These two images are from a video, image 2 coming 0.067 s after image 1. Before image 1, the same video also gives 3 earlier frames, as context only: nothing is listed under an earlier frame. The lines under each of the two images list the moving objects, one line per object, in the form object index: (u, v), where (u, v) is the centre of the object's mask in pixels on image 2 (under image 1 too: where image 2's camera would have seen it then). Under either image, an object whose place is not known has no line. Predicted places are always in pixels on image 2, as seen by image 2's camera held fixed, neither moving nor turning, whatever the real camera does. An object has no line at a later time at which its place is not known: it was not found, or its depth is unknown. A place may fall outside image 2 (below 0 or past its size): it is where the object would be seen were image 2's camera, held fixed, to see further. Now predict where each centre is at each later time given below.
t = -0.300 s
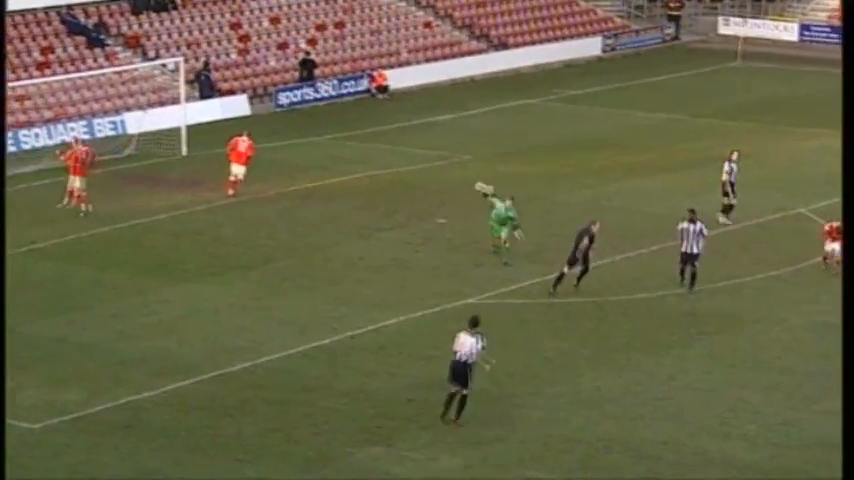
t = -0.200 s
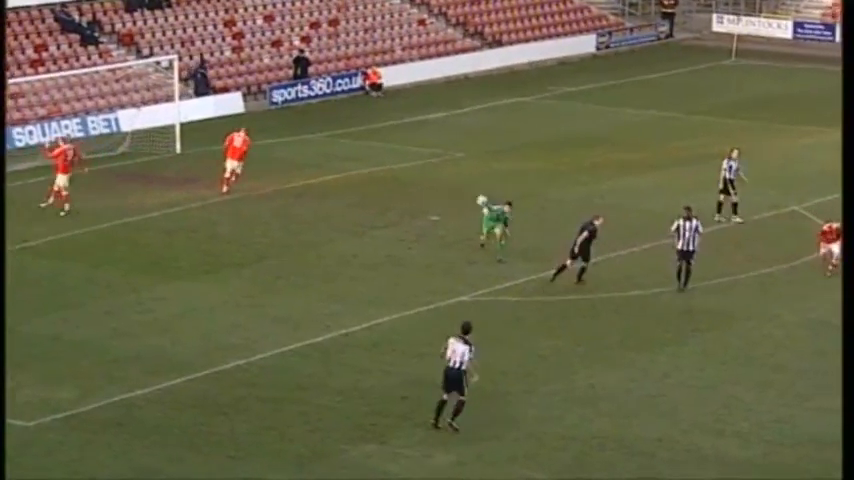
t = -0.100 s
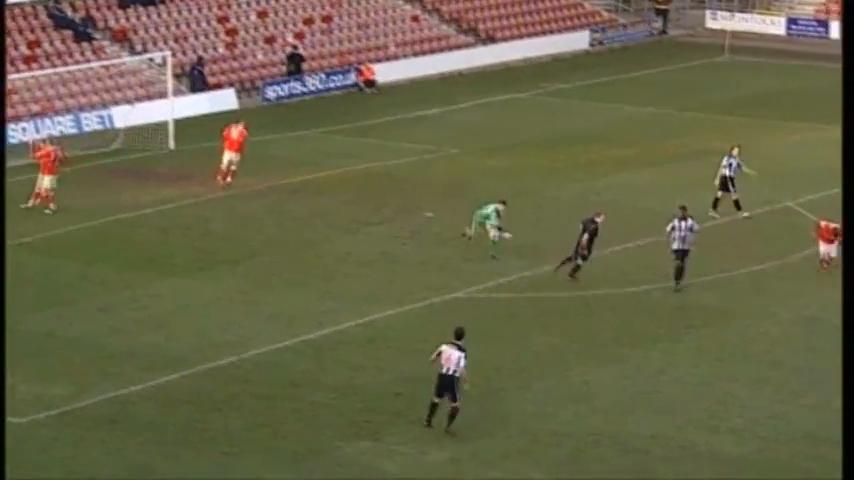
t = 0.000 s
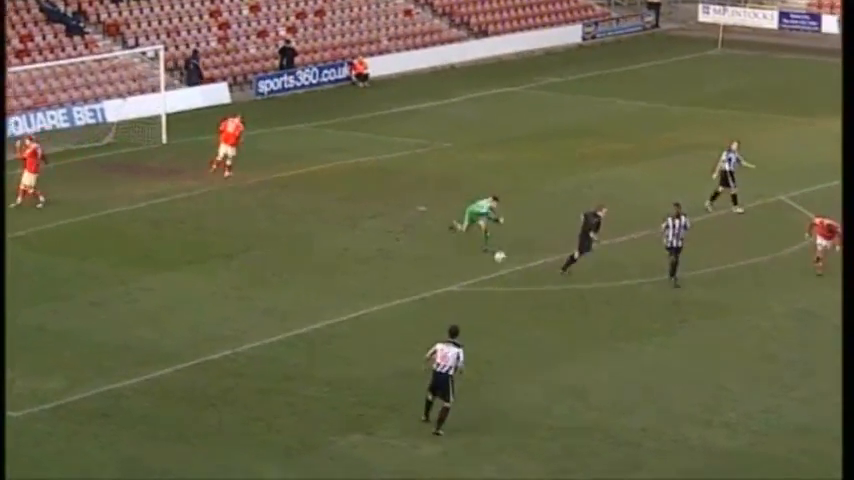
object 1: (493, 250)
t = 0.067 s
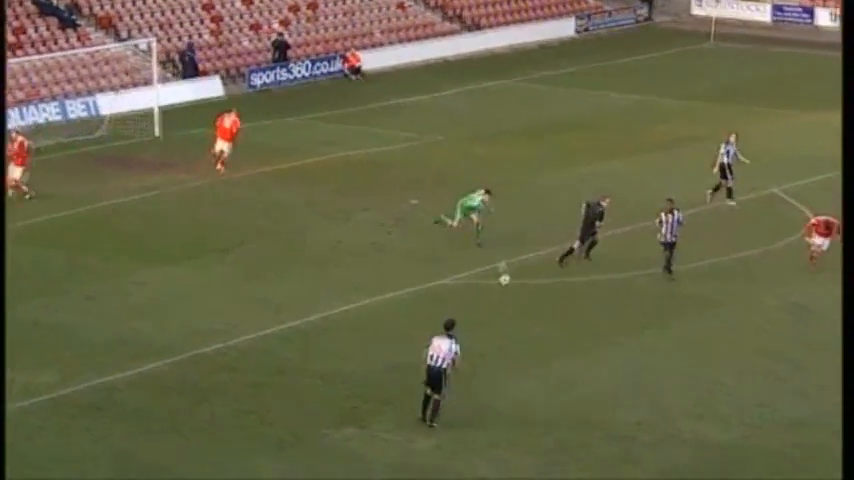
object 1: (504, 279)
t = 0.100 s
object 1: (507, 282)
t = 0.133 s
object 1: (512, 303)
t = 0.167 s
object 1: (517, 312)
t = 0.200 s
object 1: (521, 314)
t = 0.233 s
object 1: (524, 312)
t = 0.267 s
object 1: (529, 313)
